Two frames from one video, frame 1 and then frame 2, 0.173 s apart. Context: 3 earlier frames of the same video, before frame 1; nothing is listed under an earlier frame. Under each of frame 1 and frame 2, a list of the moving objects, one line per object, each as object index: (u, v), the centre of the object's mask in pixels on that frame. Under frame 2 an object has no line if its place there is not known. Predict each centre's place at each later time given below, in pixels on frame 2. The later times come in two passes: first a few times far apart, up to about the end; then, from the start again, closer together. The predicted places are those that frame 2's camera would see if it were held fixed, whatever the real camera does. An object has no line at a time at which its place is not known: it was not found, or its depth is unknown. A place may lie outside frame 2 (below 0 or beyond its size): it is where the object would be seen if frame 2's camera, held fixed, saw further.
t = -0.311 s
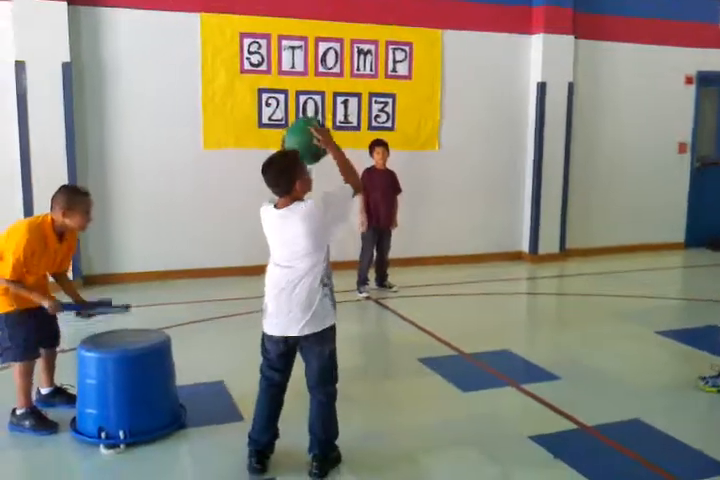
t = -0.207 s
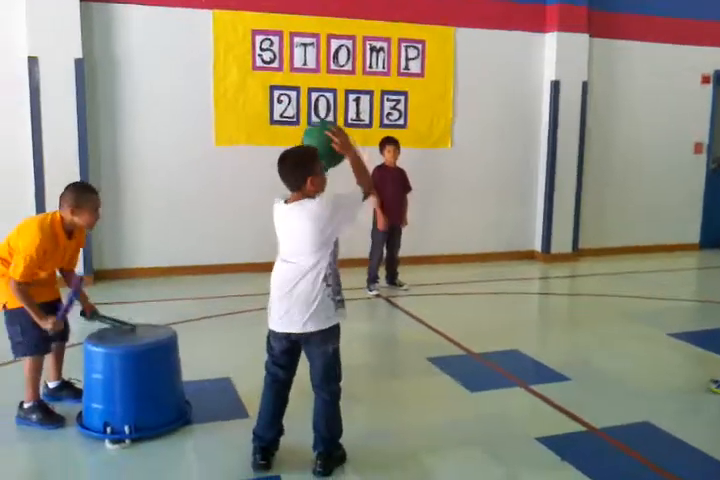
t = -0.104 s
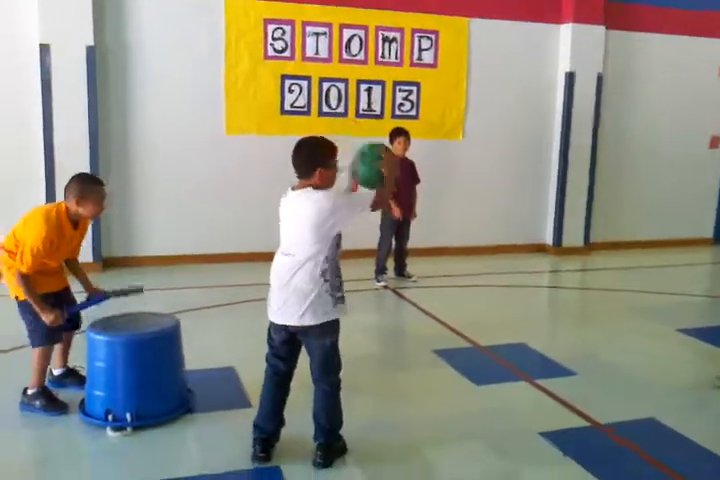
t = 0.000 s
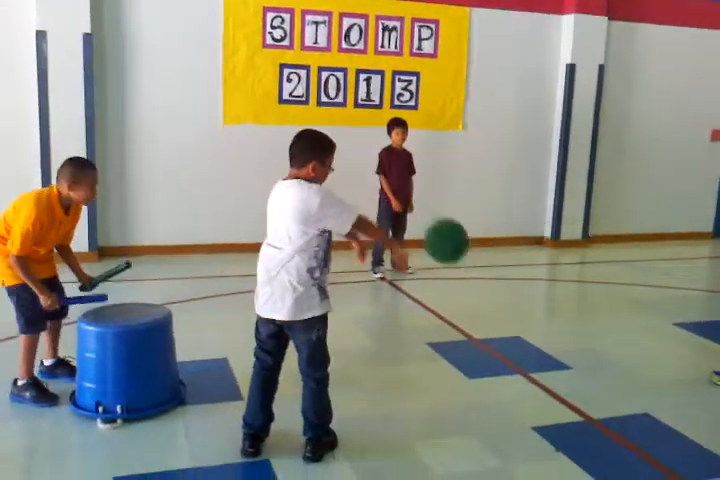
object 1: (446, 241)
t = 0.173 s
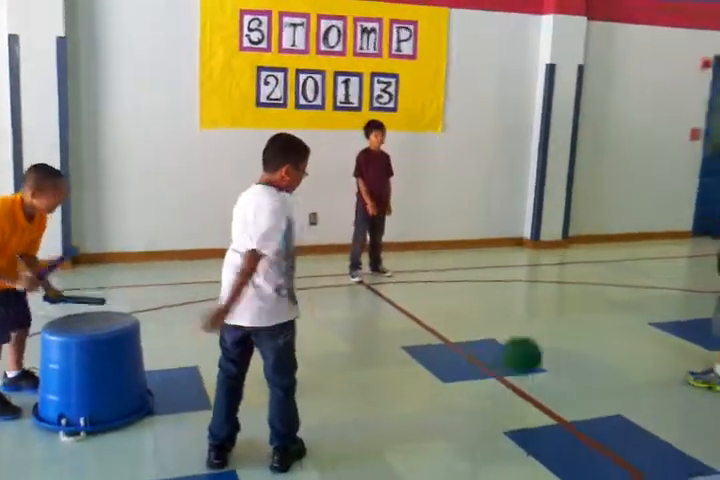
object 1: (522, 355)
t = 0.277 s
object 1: (561, 276)
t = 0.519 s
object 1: (640, 161)
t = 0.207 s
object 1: (534, 328)
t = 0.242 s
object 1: (548, 302)
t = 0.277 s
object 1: (561, 276)
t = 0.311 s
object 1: (574, 255)
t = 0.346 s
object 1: (586, 233)
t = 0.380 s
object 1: (598, 215)
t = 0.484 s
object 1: (632, 171)
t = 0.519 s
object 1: (640, 161)
